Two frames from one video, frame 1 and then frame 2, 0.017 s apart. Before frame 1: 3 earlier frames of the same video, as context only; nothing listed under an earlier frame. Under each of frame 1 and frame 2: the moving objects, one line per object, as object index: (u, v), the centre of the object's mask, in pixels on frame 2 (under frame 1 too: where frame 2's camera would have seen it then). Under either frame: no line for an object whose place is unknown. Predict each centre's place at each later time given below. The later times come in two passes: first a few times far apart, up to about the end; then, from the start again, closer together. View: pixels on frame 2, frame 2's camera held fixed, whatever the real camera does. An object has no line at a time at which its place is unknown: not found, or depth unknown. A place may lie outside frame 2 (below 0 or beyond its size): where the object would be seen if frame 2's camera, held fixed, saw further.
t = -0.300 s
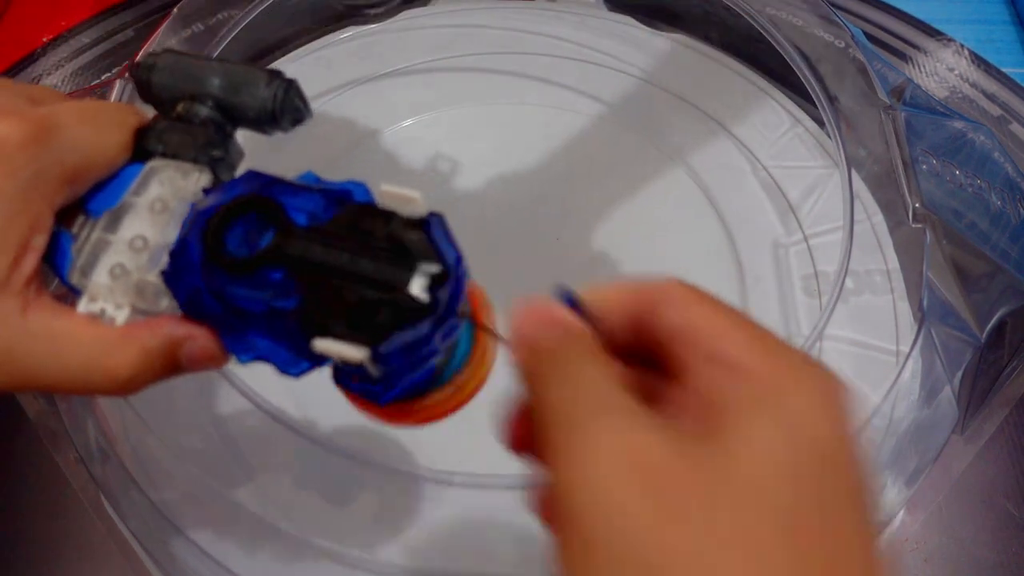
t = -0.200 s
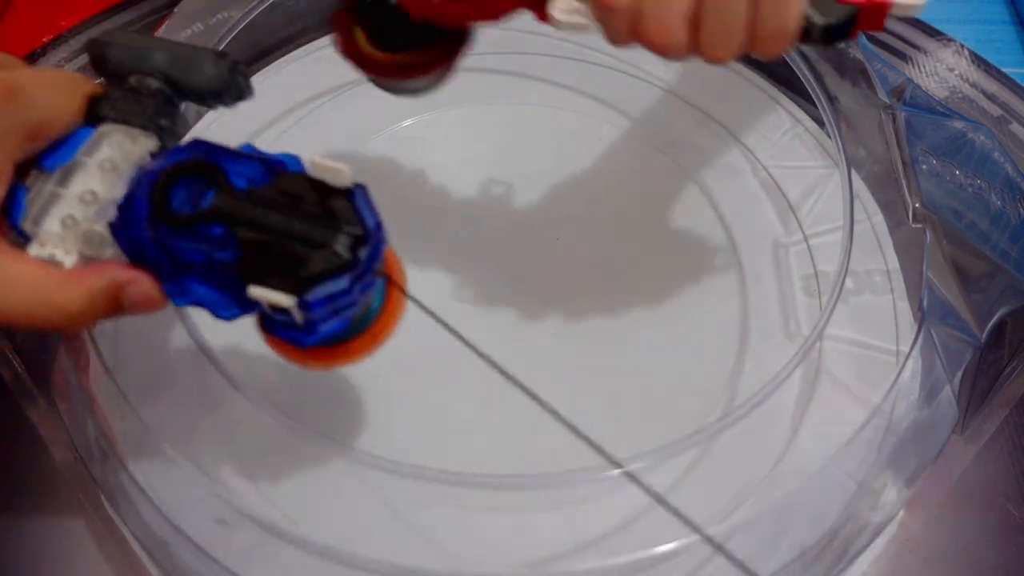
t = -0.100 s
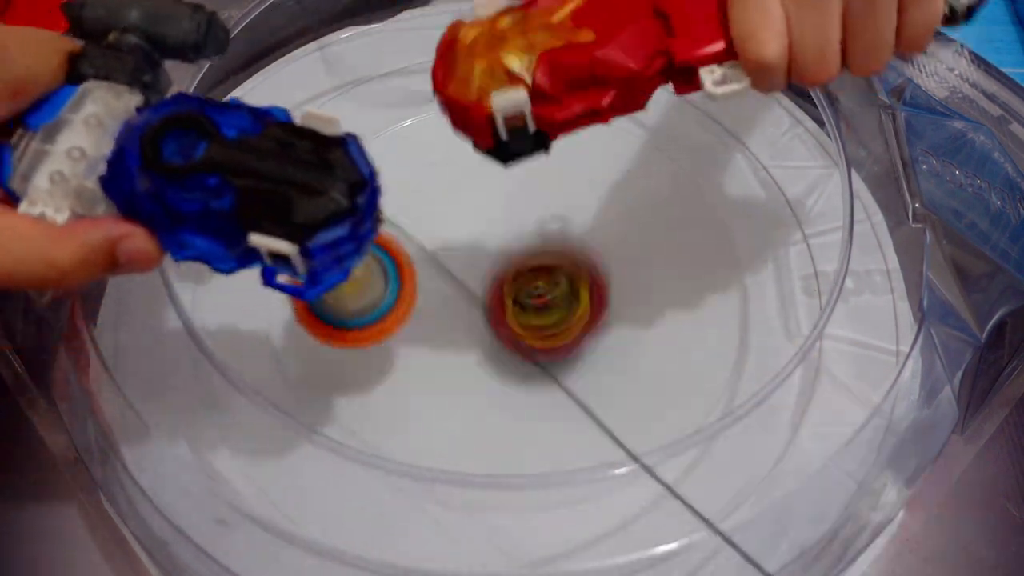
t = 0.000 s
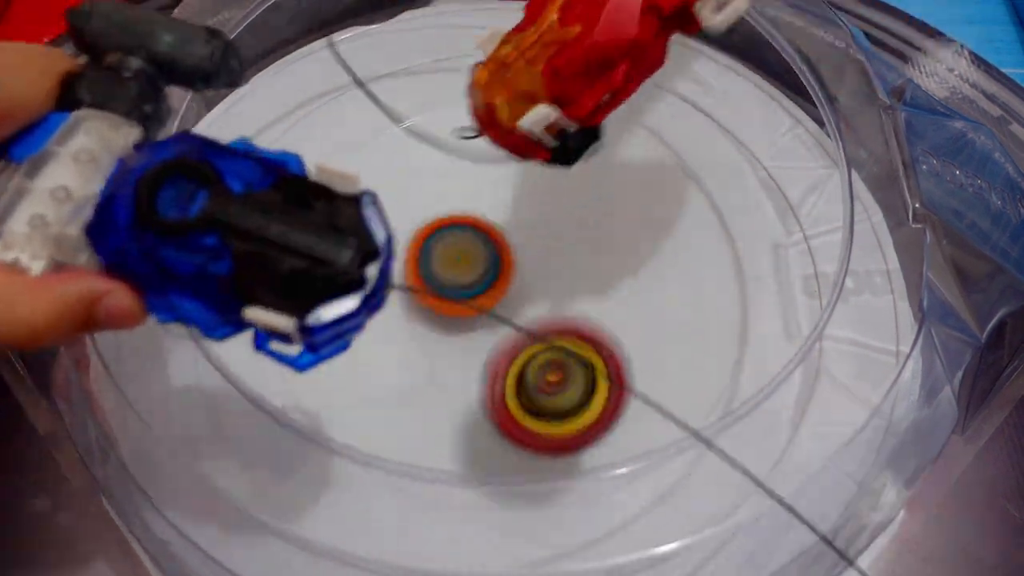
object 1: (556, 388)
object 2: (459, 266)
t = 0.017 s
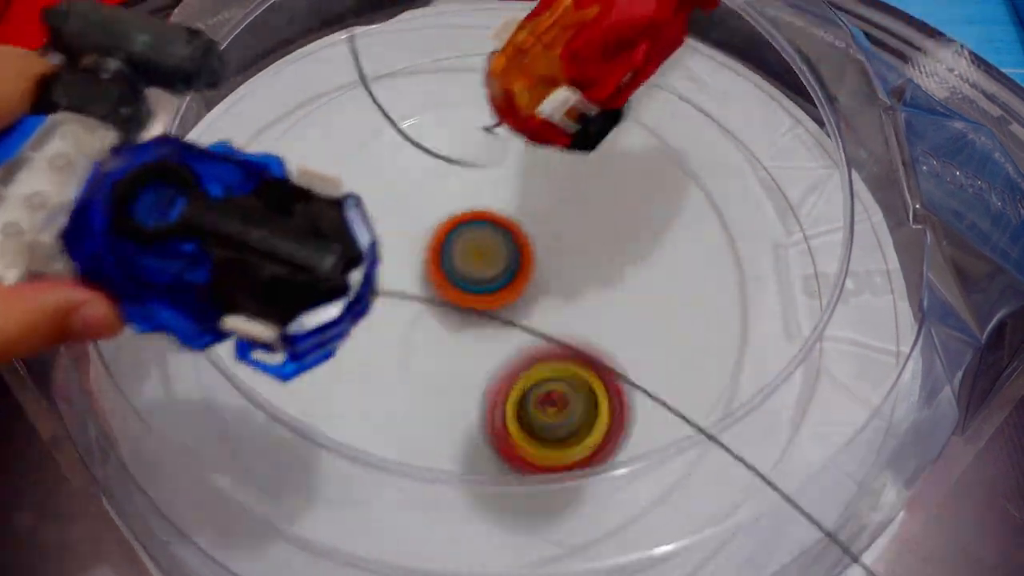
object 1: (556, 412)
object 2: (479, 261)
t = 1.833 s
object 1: (208, 470)
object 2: (738, 205)
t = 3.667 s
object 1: (505, 35)
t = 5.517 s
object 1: (232, 131)
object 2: (341, 282)
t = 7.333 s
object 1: (254, 368)
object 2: (586, 559)
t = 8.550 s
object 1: (269, 106)
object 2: (327, 539)
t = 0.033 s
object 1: (556, 438)
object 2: (499, 250)
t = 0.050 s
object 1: (553, 472)
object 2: (518, 241)
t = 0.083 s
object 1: (556, 529)
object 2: (553, 226)
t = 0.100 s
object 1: (556, 533)
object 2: (569, 218)
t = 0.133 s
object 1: (558, 552)
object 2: (596, 205)
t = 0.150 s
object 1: (556, 551)
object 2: (608, 199)
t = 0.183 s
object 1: (549, 537)
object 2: (628, 190)
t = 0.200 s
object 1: (543, 532)
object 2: (635, 185)
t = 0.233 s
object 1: (536, 518)
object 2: (646, 178)
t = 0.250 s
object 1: (534, 503)
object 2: (650, 175)
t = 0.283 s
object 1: (528, 475)
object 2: (654, 170)
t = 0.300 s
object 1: (525, 462)
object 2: (654, 168)
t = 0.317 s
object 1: (523, 448)
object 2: (653, 167)
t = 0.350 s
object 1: (520, 418)
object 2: (648, 165)
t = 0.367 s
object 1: (518, 405)
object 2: (644, 164)
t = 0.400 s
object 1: (517, 371)
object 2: (633, 166)
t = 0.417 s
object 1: (518, 353)
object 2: (626, 168)
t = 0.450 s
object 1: (518, 318)
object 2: (611, 172)
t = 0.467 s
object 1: (518, 301)
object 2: (602, 175)
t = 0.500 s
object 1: (520, 266)
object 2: (584, 182)
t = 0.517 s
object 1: (508, 258)
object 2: (582, 180)
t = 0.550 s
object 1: (473, 252)
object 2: (590, 163)
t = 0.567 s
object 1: (456, 250)
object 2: (593, 157)
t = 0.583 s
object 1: (439, 248)
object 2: (595, 152)
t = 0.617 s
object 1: (410, 246)
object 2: (596, 144)
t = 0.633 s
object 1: (396, 244)
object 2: (596, 141)
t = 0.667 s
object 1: (372, 245)
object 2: (592, 139)
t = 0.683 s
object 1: (363, 247)
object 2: (589, 139)
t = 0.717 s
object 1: (346, 250)
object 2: (581, 142)
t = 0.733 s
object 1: (339, 253)
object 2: (576, 144)
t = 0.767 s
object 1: (331, 260)
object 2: (566, 152)
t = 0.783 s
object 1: (329, 263)
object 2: (559, 158)
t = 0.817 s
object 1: (329, 273)
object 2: (545, 171)
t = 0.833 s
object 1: (331, 278)
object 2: (538, 179)
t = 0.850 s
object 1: (335, 284)
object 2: (530, 188)
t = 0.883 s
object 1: (348, 296)
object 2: (516, 207)
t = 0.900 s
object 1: (355, 302)
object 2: (510, 218)
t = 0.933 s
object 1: (376, 315)
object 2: (498, 242)
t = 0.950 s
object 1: (387, 320)
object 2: (493, 254)
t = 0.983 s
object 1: (413, 331)
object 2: (490, 274)
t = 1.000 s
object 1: (419, 342)
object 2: (493, 282)
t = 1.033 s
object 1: (397, 382)
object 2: (532, 284)
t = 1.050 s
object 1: (390, 400)
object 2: (555, 281)
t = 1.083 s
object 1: (376, 437)
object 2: (596, 273)
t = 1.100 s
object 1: (372, 457)
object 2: (615, 269)
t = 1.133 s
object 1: (366, 501)
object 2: (649, 258)
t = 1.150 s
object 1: (360, 516)
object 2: (663, 254)
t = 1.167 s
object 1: (358, 524)
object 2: (678, 248)
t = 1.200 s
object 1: (367, 529)
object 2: (701, 237)
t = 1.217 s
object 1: (373, 532)
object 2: (711, 231)
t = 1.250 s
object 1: (379, 538)
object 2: (726, 221)
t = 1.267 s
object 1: (382, 541)
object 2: (730, 215)
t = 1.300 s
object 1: (384, 546)
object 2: (735, 207)
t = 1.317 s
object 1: (385, 547)
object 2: (738, 202)
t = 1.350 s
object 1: (387, 546)
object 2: (744, 197)
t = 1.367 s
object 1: (387, 544)
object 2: (748, 194)
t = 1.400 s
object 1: (385, 541)
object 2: (757, 188)
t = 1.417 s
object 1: (383, 539)
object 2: (762, 187)
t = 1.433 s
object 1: (381, 537)
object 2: (767, 185)
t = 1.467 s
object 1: (371, 534)
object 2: (781, 182)
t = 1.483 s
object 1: (366, 531)
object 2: (783, 179)
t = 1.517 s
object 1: (353, 528)
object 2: (781, 181)
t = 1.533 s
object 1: (344, 526)
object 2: (776, 183)
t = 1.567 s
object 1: (331, 522)
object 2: (768, 183)
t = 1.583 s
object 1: (324, 521)
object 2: (764, 185)
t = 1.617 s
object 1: (312, 517)
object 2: (757, 187)
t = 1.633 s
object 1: (304, 515)
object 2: (754, 189)
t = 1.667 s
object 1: (291, 512)
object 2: (750, 192)
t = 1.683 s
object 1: (283, 510)
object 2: (748, 193)
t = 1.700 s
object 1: (272, 509)
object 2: (747, 195)
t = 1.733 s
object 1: (253, 505)
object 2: (745, 197)
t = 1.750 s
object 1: (242, 503)
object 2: (744, 199)
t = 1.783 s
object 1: (219, 497)
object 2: (742, 201)
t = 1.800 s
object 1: (216, 488)
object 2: (741, 203)
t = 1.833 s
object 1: (208, 470)
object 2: (738, 205)
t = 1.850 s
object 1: (205, 460)
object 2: (735, 206)
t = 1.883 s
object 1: (198, 445)
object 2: (730, 209)
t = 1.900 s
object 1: (193, 436)
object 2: (725, 211)
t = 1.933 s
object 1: (184, 420)
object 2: (711, 217)
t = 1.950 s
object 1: (178, 414)
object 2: (701, 220)
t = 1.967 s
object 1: (173, 405)
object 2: (691, 224)
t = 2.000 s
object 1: (161, 392)
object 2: (667, 231)
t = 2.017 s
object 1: (163, 387)
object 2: (653, 237)
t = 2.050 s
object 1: (166, 375)
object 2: (623, 246)
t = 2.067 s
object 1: (182, 361)
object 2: (607, 251)
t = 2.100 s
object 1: (195, 350)
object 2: (573, 261)
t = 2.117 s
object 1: (204, 344)
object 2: (556, 266)
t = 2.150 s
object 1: (224, 329)
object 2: (521, 275)
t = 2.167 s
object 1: (234, 323)
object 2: (503, 279)
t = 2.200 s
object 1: (250, 311)
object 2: (471, 289)
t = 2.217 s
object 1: (257, 304)
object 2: (456, 294)
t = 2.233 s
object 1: (263, 299)
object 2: (443, 300)
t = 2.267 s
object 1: (284, 292)
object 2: (418, 311)
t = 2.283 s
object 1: (296, 288)
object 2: (409, 317)
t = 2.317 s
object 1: (280, 261)
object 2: (440, 341)
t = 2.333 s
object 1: (262, 246)
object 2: (470, 357)
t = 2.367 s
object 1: (227, 224)
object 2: (536, 382)
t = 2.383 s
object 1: (216, 216)
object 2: (571, 391)
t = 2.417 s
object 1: (208, 187)
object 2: (647, 401)
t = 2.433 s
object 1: (208, 178)
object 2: (686, 406)
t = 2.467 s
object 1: (207, 167)
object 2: (763, 412)
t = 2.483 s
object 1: (206, 164)
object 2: (800, 419)
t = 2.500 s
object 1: (206, 155)
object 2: (836, 423)
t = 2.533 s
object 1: (206, 156)
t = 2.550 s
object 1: (208, 160)
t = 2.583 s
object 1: (209, 167)
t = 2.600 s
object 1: (210, 171)
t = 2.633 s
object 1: (211, 179)
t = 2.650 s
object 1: (211, 184)
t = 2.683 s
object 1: (211, 195)
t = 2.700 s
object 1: (213, 202)
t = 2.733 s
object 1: (224, 220)
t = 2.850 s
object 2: (480, 222)
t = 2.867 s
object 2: (461, 220)
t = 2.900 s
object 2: (422, 217)
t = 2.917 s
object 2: (402, 218)
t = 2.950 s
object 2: (368, 223)
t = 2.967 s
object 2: (351, 228)
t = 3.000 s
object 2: (321, 239)
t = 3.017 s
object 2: (307, 248)
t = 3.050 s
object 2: (284, 266)
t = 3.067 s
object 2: (274, 277)
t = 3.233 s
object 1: (757, 276)
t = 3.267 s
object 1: (772, 246)
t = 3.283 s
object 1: (779, 230)
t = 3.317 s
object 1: (787, 199)
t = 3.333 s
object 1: (789, 184)
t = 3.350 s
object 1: (790, 169)
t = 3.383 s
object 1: (774, 141)
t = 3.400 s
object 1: (764, 132)
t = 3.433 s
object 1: (730, 113)
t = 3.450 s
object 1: (717, 102)
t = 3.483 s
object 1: (692, 83)
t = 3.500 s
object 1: (679, 72)
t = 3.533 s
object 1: (651, 55)
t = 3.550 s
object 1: (634, 50)
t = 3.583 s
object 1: (599, 42)
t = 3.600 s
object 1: (581, 39)
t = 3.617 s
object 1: (564, 36)
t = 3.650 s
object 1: (525, 35)
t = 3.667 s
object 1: (505, 35)
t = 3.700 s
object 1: (464, 36)
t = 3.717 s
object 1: (444, 38)
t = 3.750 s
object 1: (405, 45)
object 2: (314, 511)
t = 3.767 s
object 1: (384, 52)
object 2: (316, 512)
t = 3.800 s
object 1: (346, 66)
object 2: (320, 513)
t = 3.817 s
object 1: (328, 76)
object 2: (320, 514)
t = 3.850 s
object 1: (293, 103)
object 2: (322, 516)
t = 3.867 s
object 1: (277, 118)
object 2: (322, 517)
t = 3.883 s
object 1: (262, 133)
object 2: (324, 517)
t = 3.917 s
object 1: (234, 167)
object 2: (327, 517)
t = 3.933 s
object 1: (223, 186)
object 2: (328, 517)
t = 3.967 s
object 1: (205, 226)
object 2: (329, 517)
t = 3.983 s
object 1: (198, 248)
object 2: (329, 517)
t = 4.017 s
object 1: (193, 293)
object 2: (329, 518)
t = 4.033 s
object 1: (194, 318)
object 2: (328, 518)
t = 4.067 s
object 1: (206, 367)
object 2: (328, 518)
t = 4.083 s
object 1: (216, 392)
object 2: (328, 518)
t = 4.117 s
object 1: (239, 429)
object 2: (336, 522)
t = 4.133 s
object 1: (247, 430)
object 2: (353, 526)
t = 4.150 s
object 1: (255, 434)
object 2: (373, 531)
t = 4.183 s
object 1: (278, 450)
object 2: (418, 535)
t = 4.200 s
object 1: (286, 451)
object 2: (441, 535)
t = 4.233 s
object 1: (303, 452)
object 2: (484, 534)
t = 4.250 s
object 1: (313, 454)
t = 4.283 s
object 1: (328, 449)
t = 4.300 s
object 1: (336, 447)
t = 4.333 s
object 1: (350, 438)
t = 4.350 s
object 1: (358, 432)
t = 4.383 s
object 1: (379, 420)
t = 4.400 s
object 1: (396, 410)
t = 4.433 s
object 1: (422, 403)
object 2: (655, 505)
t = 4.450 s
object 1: (439, 394)
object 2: (664, 501)
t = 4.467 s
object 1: (457, 386)
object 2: (666, 488)
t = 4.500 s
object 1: (495, 366)
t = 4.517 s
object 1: (515, 355)
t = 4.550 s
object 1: (551, 327)
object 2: (675, 461)
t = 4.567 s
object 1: (567, 310)
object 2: (675, 456)
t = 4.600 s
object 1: (594, 272)
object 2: (674, 446)
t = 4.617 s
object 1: (604, 254)
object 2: (673, 440)
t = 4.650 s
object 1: (619, 216)
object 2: (670, 426)
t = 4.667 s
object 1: (623, 199)
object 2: (666, 415)
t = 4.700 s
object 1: (628, 167)
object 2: (659, 393)
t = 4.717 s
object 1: (629, 151)
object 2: (657, 381)
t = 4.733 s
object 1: (628, 137)
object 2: (653, 367)
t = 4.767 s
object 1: (621, 112)
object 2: (643, 336)
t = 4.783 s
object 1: (616, 100)
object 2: (636, 319)
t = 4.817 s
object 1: (603, 80)
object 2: (622, 283)
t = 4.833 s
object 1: (593, 73)
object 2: (613, 265)
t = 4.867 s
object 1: (576, 58)
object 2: (590, 228)
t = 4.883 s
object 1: (568, 50)
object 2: (576, 209)
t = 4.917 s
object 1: (552, 37)
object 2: (543, 175)
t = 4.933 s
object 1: (546, 32)
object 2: (525, 160)
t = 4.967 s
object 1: (526, 27)
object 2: (486, 132)
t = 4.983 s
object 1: (518, 25)
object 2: (466, 120)
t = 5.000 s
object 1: (509, 23)
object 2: (444, 110)
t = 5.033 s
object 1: (490, 19)
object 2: (402, 94)
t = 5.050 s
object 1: (480, 20)
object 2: (382, 89)
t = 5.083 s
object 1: (461, 23)
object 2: (342, 84)
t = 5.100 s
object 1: (451, 25)
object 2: (325, 82)
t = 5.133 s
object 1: (432, 27)
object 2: (294, 83)
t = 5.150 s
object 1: (422, 28)
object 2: (280, 89)
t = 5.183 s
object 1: (404, 31)
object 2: (255, 96)
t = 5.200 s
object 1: (393, 32)
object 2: (245, 101)
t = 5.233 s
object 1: (373, 35)
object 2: (248, 115)
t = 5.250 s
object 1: (363, 37)
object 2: (253, 123)
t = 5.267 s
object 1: (352, 39)
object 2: (258, 133)
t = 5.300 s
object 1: (333, 44)
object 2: (267, 153)
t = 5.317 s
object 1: (323, 48)
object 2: (270, 159)
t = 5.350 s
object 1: (305, 58)
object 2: (278, 174)
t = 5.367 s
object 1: (295, 64)
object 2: (282, 182)
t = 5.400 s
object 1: (277, 76)
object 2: (289, 197)
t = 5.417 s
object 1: (268, 83)
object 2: (294, 205)
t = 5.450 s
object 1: (254, 98)
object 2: (306, 227)
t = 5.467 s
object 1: (247, 105)
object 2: (313, 239)
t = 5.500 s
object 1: (237, 123)
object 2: (330, 267)
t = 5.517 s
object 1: (232, 131)
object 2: (341, 282)
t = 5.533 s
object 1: (227, 140)
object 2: (353, 298)
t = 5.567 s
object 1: (220, 162)
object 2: (379, 327)
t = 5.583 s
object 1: (217, 173)
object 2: (393, 340)
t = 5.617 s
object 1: (216, 203)
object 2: (425, 363)
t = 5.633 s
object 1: (218, 218)
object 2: (443, 373)
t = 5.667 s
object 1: (223, 245)
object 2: (480, 388)
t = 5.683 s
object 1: (222, 259)
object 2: (498, 393)
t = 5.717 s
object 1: (236, 286)
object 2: (534, 396)
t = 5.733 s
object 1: (243, 300)
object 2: (551, 396)
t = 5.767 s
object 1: (260, 325)
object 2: (583, 389)
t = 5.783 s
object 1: (269, 336)
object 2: (599, 384)
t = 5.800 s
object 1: (281, 349)
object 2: (613, 376)
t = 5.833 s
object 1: (305, 372)
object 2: (638, 359)
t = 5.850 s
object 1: (321, 383)
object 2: (648, 348)
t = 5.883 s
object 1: (354, 418)
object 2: (663, 325)
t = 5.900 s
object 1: (380, 426)
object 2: (668, 313)
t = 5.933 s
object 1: (432, 440)
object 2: (674, 288)
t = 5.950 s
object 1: (459, 445)
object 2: (675, 275)
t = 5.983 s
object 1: (517, 454)
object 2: (671, 250)
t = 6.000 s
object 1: (546, 450)
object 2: (667, 237)
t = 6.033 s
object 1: (606, 441)
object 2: (656, 213)
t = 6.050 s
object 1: (635, 431)
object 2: (647, 202)
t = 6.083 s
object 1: (684, 408)
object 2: (628, 183)
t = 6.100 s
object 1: (706, 393)
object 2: (616, 174)
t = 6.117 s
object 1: (725, 374)
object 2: (603, 166)
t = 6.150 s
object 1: (756, 339)
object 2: (575, 153)
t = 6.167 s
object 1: (768, 321)
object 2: (561, 148)
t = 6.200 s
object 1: (792, 288)
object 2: (529, 141)
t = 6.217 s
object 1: (791, 271)
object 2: (512, 139)
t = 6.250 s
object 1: (814, 244)
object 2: (476, 139)
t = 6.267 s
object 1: (816, 227)
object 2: (457, 141)
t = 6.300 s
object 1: (807, 198)
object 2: (418, 150)
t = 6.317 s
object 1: (796, 182)
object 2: (398, 157)
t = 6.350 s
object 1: (776, 158)
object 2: (359, 177)
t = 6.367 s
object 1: (765, 147)
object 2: (342, 188)
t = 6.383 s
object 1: (751, 133)
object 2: (325, 201)
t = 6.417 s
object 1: (729, 110)
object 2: (294, 235)
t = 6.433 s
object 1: (718, 100)
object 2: (281, 255)
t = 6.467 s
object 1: (697, 80)
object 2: (263, 298)
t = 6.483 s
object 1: (682, 74)
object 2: (261, 319)
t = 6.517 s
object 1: (652, 62)
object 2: (251, 370)
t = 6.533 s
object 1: (637, 56)
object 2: (249, 393)
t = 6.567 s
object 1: (612, 46)
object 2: (245, 439)
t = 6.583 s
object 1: (599, 42)
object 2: (247, 460)
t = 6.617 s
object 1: (574, 38)
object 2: (262, 497)
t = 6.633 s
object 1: (562, 36)
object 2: (272, 510)
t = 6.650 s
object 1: (548, 35)
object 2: (284, 518)
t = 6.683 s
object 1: (517, 35)
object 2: (310, 533)
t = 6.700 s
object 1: (501, 35)
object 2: (321, 539)
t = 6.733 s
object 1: (472, 37)
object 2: (345, 549)
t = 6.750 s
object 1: (459, 37)
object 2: (357, 553)
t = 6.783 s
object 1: (431, 41)
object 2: (385, 555)
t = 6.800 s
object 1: (418, 43)
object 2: (397, 555)
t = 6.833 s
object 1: (393, 50)
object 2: (422, 555)
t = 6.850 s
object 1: (380, 55)
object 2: (434, 555)
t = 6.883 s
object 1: (356, 66)
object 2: (454, 555)
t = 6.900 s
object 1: (345, 72)
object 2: (463, 555)
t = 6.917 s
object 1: (335, 79)
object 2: (471, 555)
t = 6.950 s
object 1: (312, 94)
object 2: (486, 555)
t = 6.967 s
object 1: (303, 103)
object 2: (493, 555)
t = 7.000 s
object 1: (286, 120)
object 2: (505, 555)
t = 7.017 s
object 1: (276, 129)
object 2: (510, 556)
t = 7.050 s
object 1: (260, 150)
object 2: (520, 556)
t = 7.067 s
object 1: (254, 161)
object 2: (524, 556)
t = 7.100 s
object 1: (244, 183)
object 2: (532, 557)
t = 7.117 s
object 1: (238, 195)
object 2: (537, 557)
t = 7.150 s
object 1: (231, 220)
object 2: (546, 558)
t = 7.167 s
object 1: (230, 233)
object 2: (550, 558)
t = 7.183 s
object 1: (229, 245)
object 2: (554, 558)
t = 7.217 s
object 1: (228, 272)
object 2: (563, 559)
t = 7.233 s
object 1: (234, 284)
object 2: (566, 559)
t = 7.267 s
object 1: (244, 308)
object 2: (573, 560)
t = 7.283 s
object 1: (239, 326)
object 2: (576, 560)
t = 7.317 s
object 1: (248, 355)
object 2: (583, 559)
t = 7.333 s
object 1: (254, 368)
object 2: (586, 559)
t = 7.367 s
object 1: (267, 396)
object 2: (594, 558)
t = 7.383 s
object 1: (277, 410)
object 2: (598, 557)
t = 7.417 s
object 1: (301, 435)
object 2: (603, 557)
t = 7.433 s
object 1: (312, 445)
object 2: (606, 557)
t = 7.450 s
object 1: (325, 457)
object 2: (609, 558)
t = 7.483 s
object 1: (356, 478)
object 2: (616, 557)
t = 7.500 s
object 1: (372, 485)
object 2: (618, 556)
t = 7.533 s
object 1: (404, 502)
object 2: (625, 556)
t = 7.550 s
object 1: (422, 508)
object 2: (627, 555)
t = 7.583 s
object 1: (457, 514)
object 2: (632, 555)
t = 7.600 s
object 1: (476, 516)
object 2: (635, 555)
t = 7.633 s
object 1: (512, 518)
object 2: (645, 554)
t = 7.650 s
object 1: (516, 506)
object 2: (661, 555)
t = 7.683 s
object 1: (510, 466)
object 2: (683, 537)
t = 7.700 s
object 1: (506, 449)
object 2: (694, 527)
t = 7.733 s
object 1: (504, 409)
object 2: (712, 505)
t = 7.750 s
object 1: (503, 389)
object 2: (716, 480)
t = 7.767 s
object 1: (503, 369)
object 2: (720, 461)
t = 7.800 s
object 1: (507, 326)
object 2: (728, 427)
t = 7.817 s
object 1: (507, 304)
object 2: (733, 409)
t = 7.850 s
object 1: (507, 260)
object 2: (737, 380)
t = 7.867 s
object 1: (505, 238)
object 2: (738, 365)
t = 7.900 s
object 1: (503, 197)
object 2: (740, 335)
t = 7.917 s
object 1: (501, 176)
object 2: (739, 322)
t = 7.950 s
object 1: (497, 143)
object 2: (731, 290)
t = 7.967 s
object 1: (494, 127)
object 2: (728, 273)
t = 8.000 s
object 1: (488, 100)
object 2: (711, 237)
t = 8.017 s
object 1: (484, 88)
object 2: (699, 218)
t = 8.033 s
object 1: (480, 77)
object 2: (689, 200)
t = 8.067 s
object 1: (472, 62)
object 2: (659, 163)
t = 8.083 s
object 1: (467, 58)
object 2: (642, 145)
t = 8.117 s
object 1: (459, 46)
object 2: (604, 114)
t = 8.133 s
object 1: (454, 41)
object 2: (580, 100)
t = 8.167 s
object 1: (446, 35)
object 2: (534, 80)
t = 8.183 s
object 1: (437, 29)
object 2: (520, 80)
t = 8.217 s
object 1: (415, 23)
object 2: (488, 83)
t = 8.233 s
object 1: (404, 27)
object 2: (471, 88)
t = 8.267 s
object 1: (387, 28)
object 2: (439, 117)
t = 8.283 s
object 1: (377, 29)
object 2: (427, 134)
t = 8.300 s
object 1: (369, 35)
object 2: (407, 155)
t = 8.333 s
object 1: (352, 42)
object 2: (373, 197)
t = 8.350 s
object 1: (346, 46)
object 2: (357, 217)
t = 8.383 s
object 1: (331, 57)
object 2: (324, 270)
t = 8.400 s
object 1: (323, 61)
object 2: (314, 299)
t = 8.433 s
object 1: (310, 73)
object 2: (300, 356)
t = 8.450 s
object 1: (303, 78)
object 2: (292, 388)
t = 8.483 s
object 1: (290, 87)
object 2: (293, 455)
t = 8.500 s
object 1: (285, 93)
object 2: (294, 491)
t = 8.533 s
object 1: (273, 102)
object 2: (314, 526)
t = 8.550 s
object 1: (269, 106)
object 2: (327, 539)
